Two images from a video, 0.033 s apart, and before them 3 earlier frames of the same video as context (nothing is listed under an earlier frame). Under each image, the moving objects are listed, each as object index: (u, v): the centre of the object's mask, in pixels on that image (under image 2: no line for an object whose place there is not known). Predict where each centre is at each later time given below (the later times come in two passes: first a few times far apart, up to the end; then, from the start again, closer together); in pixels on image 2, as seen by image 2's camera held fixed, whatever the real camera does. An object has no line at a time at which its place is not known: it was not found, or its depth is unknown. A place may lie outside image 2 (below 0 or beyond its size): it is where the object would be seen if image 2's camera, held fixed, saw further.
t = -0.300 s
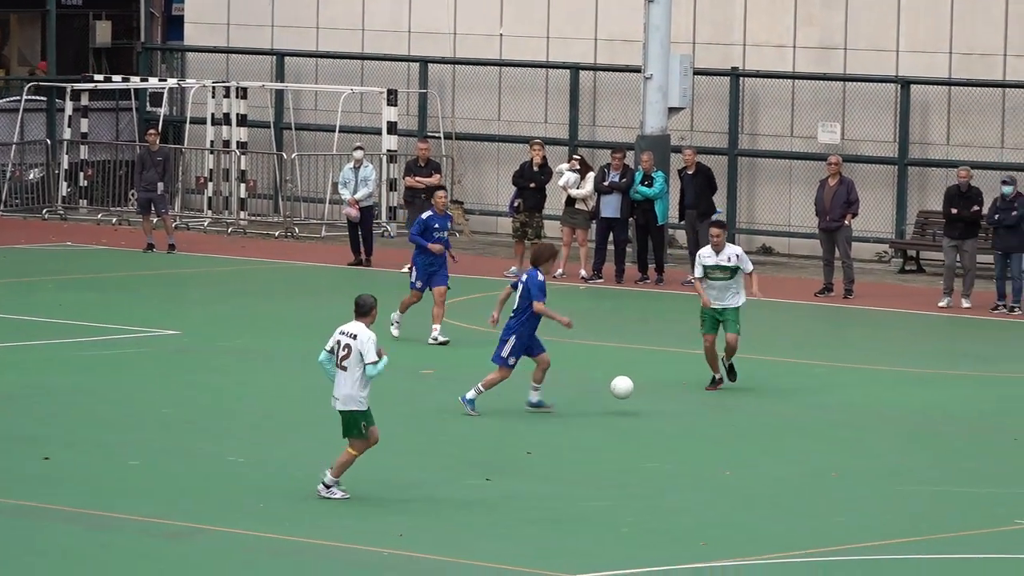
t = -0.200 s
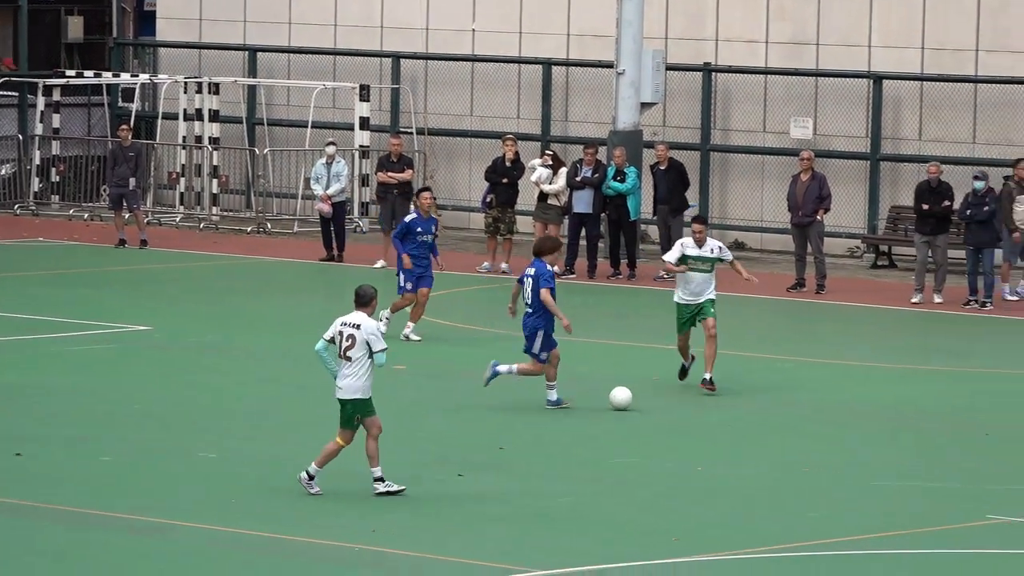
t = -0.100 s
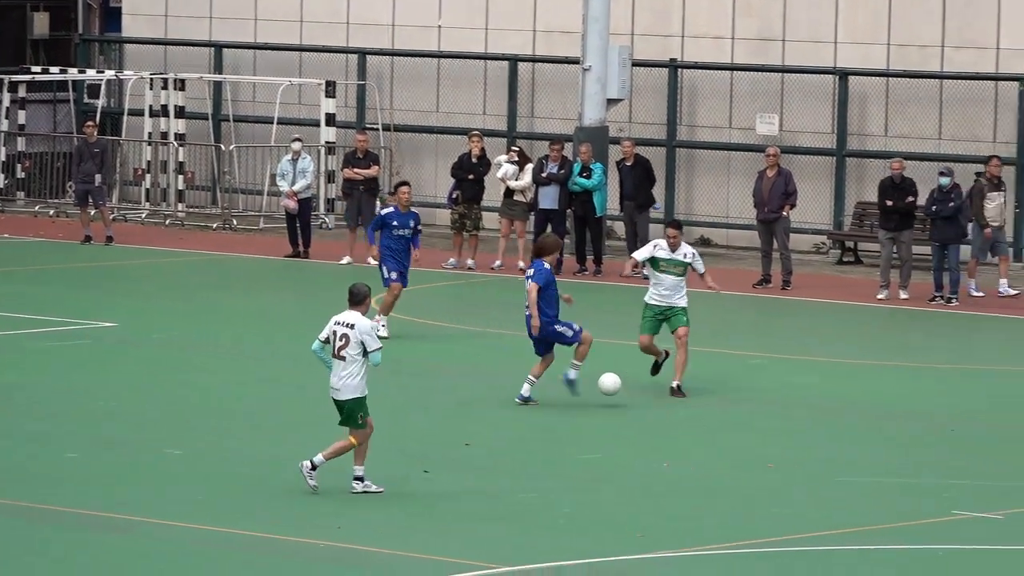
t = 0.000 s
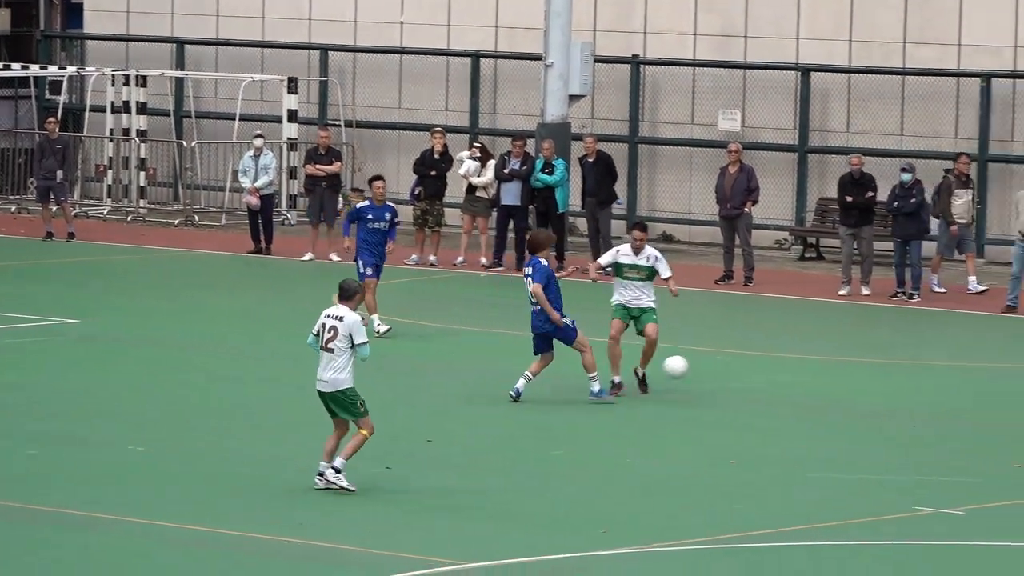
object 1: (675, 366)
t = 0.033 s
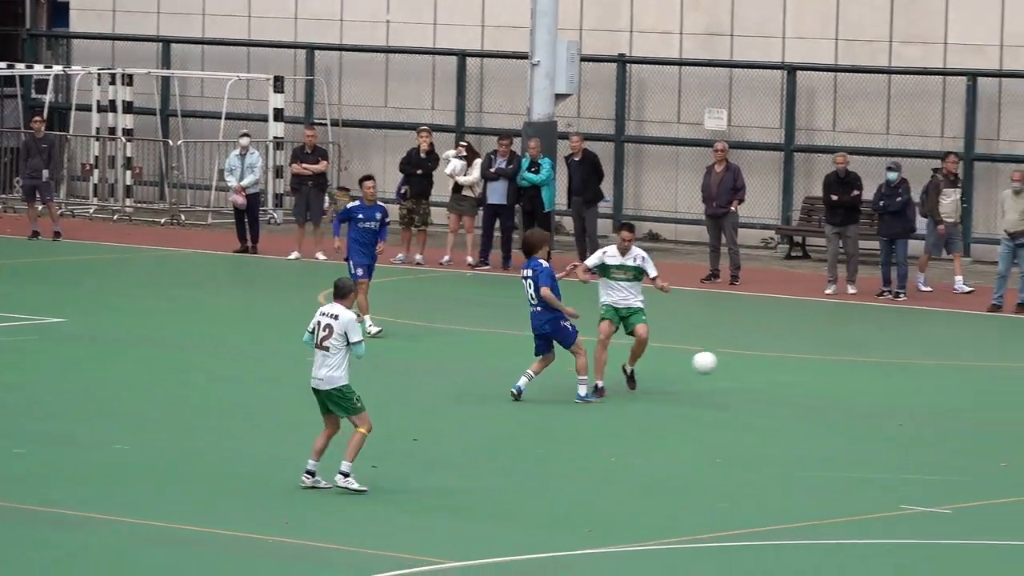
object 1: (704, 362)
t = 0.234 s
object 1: (959, 369)
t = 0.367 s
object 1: (1140, 397)
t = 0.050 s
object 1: (725, 361)
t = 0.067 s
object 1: (746, 361)
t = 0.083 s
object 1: (767, 360)
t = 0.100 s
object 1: (788, 360)
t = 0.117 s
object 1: (809, 360)
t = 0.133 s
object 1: (830, 360)
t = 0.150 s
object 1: (852, 361)
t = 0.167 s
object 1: (873, 362)
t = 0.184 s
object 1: (895, 363)
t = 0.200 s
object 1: (917, 365)
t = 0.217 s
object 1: (938, 367)
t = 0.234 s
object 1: (959, 369)
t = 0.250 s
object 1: (980, 372)
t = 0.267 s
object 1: (1001, 375)
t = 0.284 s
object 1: (1026, 377)
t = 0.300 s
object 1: (1046, 381)
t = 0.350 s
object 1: (1117, 393)
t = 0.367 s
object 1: (1140, 397)
